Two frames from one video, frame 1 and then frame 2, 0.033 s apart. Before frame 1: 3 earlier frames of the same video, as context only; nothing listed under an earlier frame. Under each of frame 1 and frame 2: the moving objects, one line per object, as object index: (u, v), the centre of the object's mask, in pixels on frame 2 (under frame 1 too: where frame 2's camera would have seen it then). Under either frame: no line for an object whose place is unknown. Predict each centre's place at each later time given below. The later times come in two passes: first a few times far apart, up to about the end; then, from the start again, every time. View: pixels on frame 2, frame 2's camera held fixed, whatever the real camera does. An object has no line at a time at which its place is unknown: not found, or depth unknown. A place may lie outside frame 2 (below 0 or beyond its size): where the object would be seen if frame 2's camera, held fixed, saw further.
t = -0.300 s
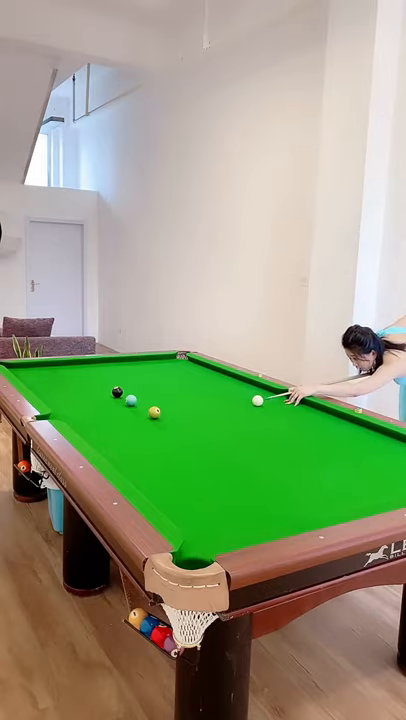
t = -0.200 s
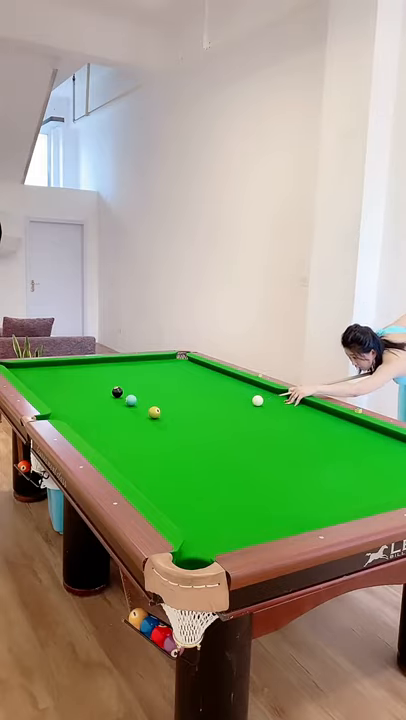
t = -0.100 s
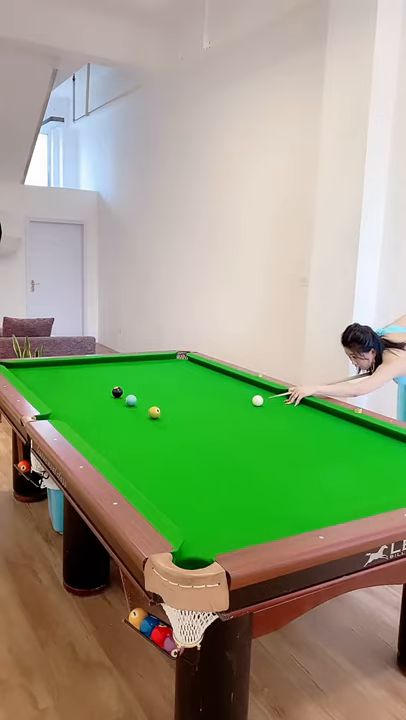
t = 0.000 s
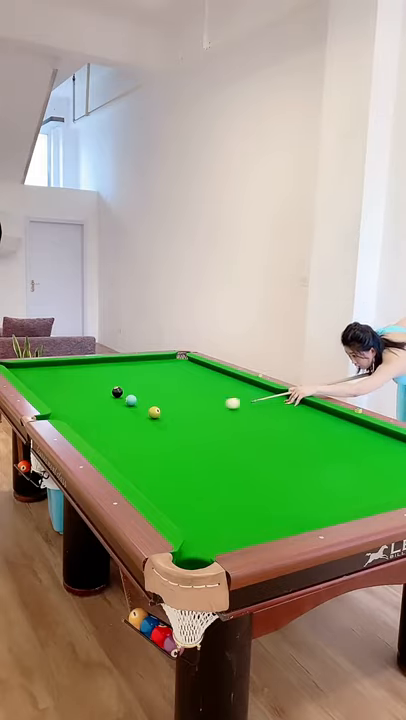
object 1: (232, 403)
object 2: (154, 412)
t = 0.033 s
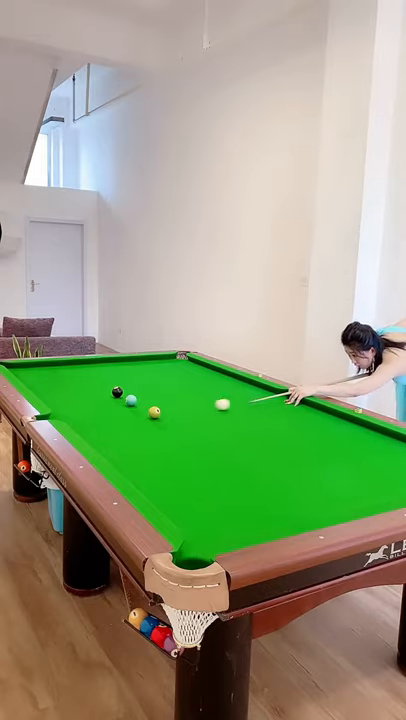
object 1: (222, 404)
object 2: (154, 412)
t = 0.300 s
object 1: (165, 412)
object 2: (136, 414)
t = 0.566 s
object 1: (151, 417)
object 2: (77, 418)
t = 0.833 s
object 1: (136, 422)
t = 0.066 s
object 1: (212, 406)
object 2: (154, 412)
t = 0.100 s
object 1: (203, 407)
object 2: (154, 412)
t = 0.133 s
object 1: (194, 408)
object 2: (154, 412)
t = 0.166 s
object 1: (184, 409)
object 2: (154, 412)
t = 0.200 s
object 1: (176, 410)
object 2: (154, 412)
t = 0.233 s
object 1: (167, 411)
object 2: (154, 412)
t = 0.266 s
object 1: (166, 412)
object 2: (146, 413)
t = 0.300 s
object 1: (165, 412)
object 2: (136, 414)
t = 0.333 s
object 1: (164, 413)
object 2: (128, 414)
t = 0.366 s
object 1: (163, 413)
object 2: (119, 415)
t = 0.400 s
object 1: (161, 414)
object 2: (112, 416)
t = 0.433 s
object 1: (159, 415)
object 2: (104, 416)
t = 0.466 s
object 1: (157, 415)
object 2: (97, 417)
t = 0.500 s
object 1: (155, 416)
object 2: (90, 417)
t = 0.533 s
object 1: (153, 416)
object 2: (83, 418)
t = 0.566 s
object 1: (151, 417)
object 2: (77, 418)
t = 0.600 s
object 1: (149, 418)
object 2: (70, 419)
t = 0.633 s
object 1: (148, 418)
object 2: (63, 417)
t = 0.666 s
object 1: (146, 419)
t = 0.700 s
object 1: (144, 419)
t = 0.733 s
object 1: (142, 420)
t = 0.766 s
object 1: (140, 421)
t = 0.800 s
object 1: (138, 421)
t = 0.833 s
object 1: (136, 422)
